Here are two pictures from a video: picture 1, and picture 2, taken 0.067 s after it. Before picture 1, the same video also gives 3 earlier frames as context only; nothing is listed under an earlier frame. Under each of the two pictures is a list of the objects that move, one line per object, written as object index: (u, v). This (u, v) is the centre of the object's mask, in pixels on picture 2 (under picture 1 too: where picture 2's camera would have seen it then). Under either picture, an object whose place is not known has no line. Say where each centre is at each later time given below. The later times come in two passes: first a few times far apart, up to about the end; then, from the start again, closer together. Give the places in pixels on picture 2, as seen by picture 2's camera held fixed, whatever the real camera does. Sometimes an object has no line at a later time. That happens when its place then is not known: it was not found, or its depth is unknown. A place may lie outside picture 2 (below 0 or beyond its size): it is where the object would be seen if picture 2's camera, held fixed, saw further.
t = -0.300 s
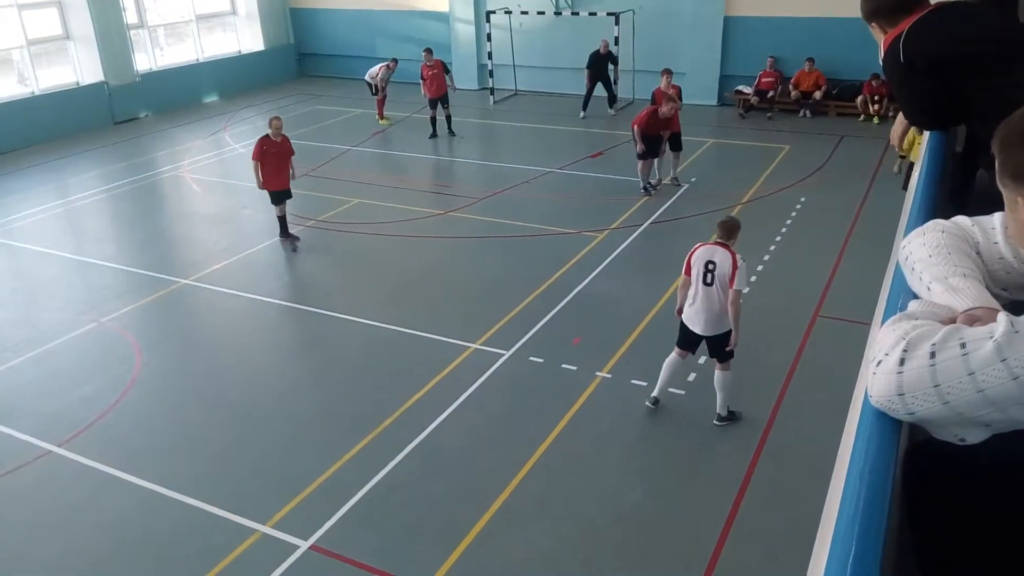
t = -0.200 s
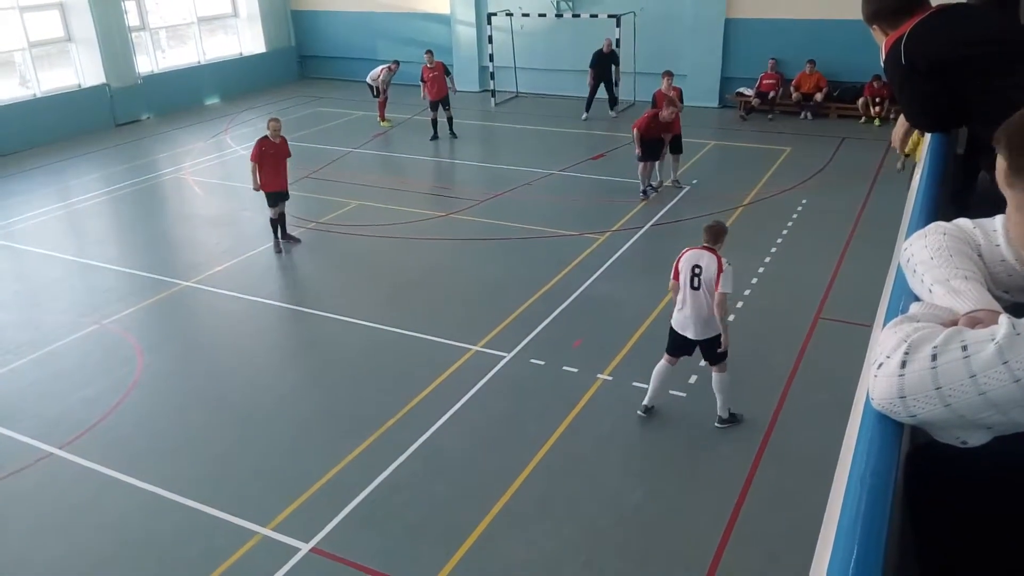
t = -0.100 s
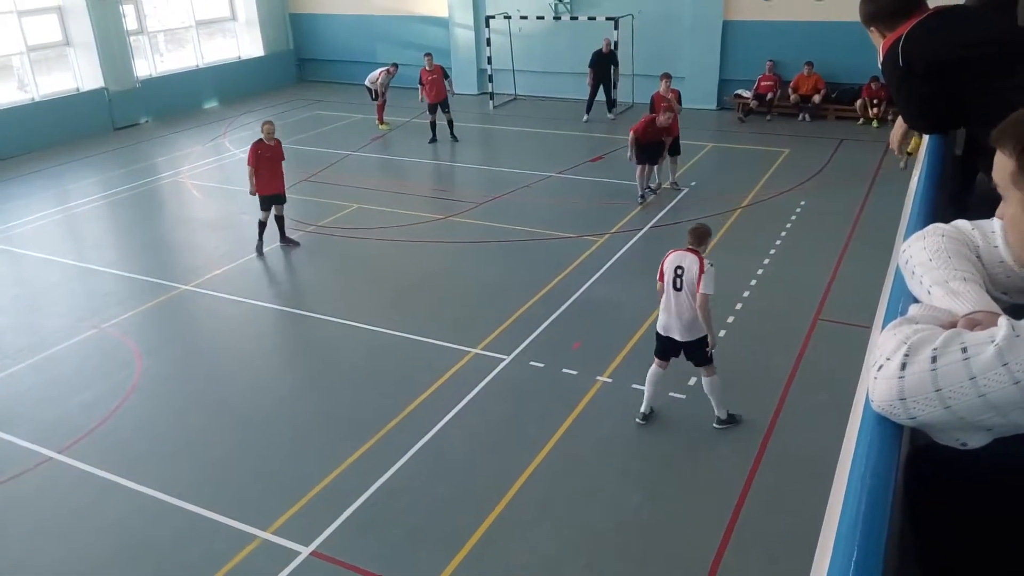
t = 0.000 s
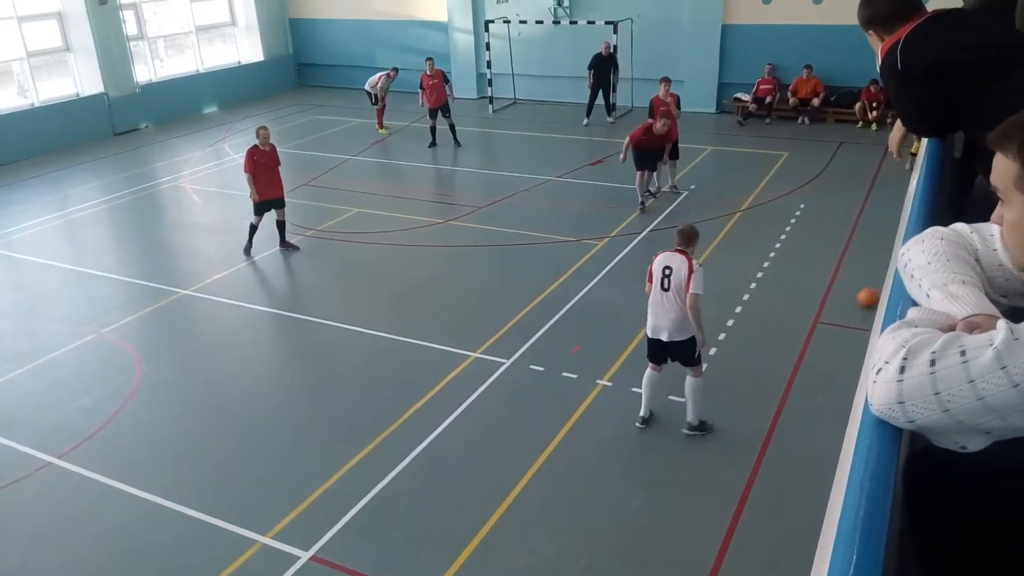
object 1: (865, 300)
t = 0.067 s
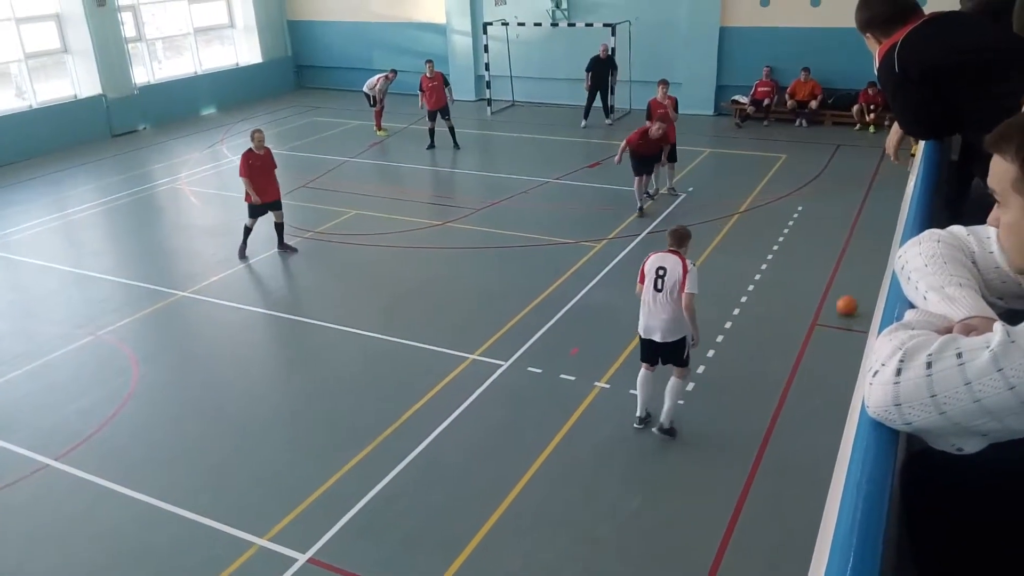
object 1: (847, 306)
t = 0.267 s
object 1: (795, 321)
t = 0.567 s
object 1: (727, 341)
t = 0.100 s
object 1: (837, 308)
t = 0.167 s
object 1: (820, 314)
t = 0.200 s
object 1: (811, 317)
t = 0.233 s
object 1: (803, 319)
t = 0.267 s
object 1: (795, 321)
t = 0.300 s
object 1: (788, 323)
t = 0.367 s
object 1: (773, 328)
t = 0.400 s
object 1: (765, 330)
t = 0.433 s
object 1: (758, 332)
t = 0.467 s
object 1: (750, 335)
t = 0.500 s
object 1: (743, 337)
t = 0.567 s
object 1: (727, 341)
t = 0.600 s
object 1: (719, 344)
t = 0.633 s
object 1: (711, 346)
